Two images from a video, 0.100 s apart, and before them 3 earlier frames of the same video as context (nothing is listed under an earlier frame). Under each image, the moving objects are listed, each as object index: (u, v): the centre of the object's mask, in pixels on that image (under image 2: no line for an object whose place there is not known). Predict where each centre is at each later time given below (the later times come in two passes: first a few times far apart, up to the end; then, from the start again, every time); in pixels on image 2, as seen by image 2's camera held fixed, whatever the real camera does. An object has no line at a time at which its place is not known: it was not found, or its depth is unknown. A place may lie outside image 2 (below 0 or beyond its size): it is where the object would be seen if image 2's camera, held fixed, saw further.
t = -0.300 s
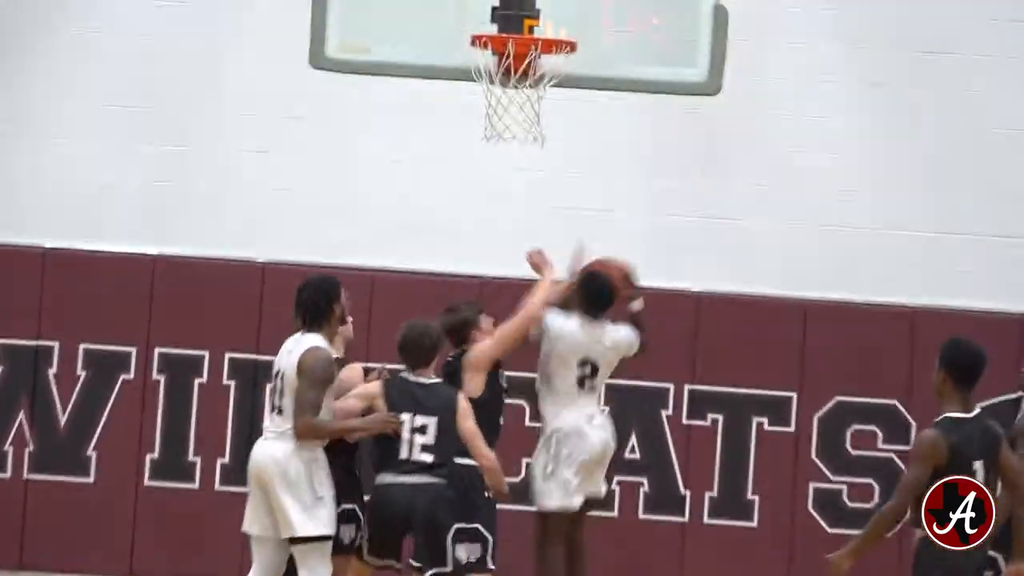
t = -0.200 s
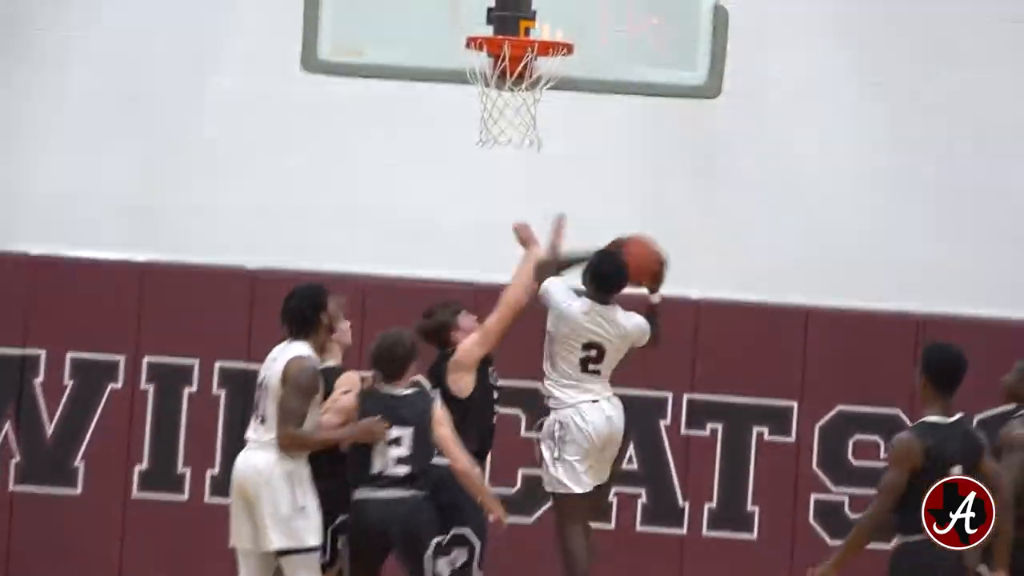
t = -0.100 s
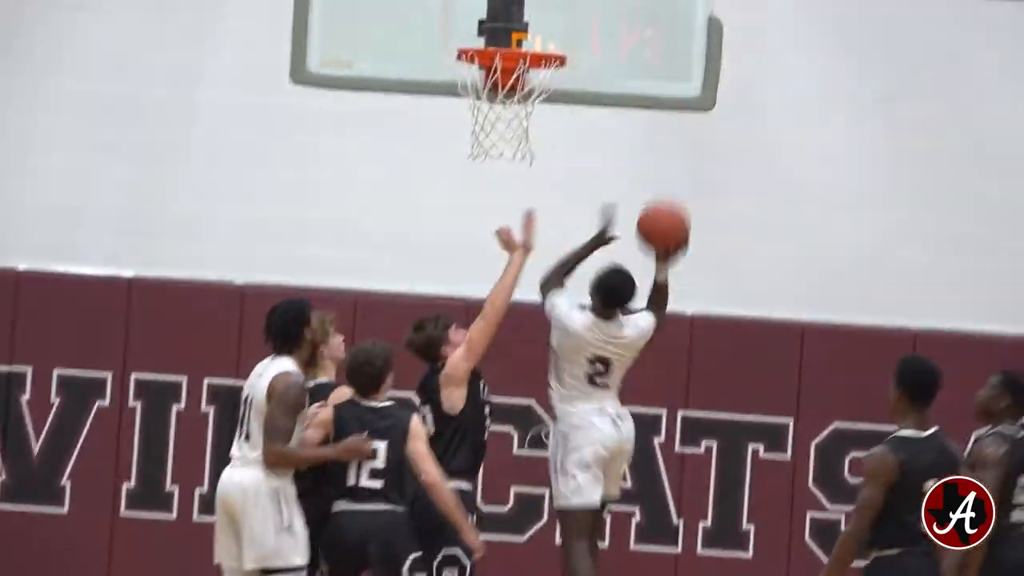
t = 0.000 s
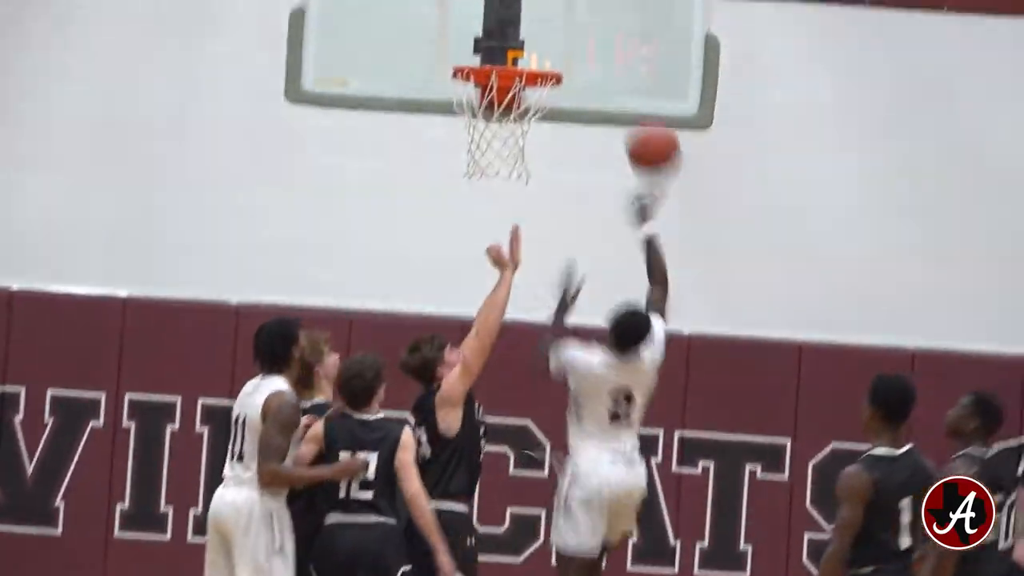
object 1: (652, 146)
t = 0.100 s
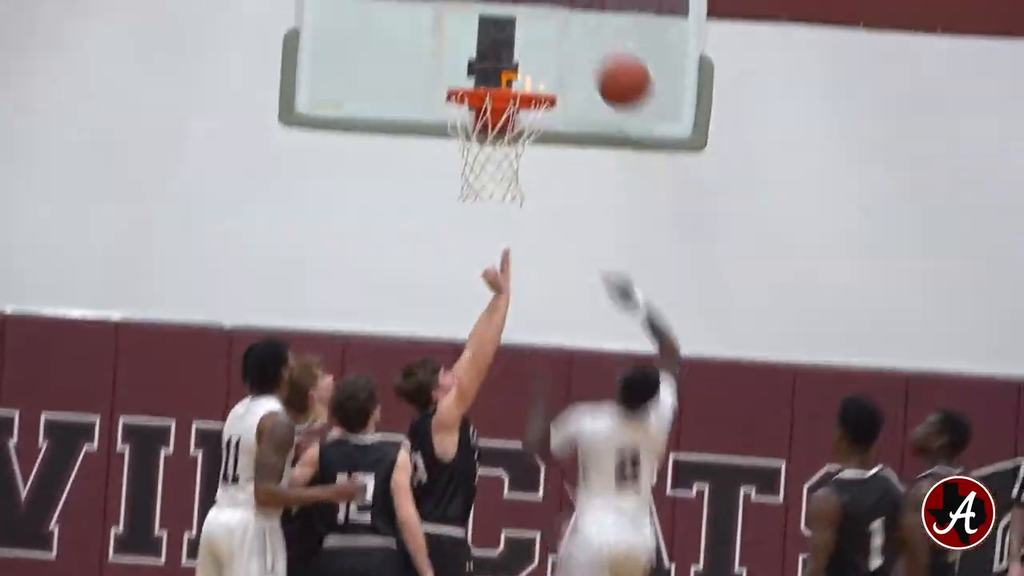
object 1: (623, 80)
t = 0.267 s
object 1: (581, -19)
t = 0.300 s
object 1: (572, -30)
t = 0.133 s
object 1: (616, 56)
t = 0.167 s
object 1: (607, 34)
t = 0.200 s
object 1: (599, 13)
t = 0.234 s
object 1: (592, -4)
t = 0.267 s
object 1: (581, -19)
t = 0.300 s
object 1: (572, -30)
